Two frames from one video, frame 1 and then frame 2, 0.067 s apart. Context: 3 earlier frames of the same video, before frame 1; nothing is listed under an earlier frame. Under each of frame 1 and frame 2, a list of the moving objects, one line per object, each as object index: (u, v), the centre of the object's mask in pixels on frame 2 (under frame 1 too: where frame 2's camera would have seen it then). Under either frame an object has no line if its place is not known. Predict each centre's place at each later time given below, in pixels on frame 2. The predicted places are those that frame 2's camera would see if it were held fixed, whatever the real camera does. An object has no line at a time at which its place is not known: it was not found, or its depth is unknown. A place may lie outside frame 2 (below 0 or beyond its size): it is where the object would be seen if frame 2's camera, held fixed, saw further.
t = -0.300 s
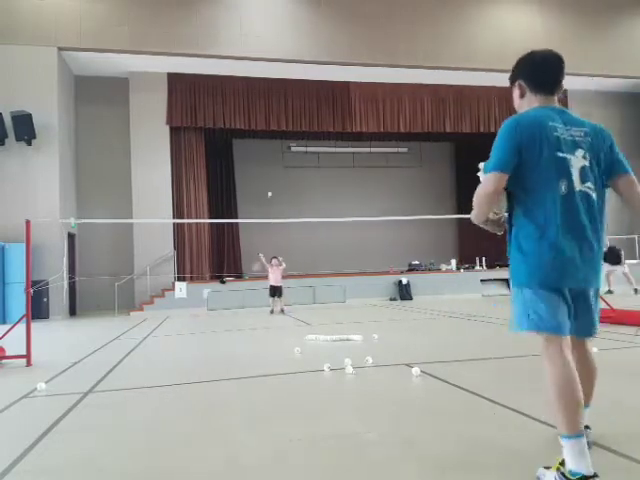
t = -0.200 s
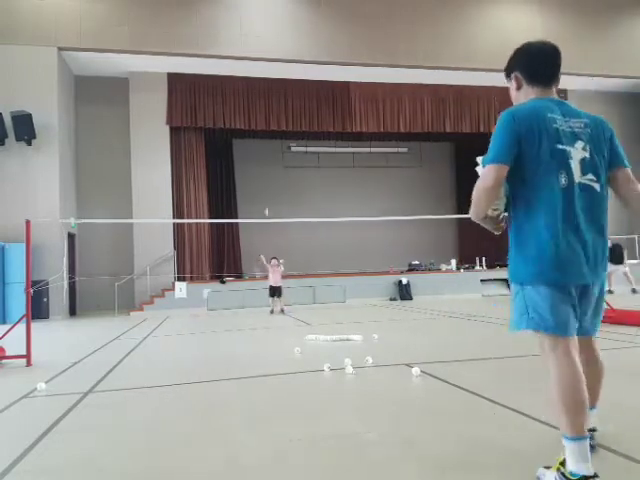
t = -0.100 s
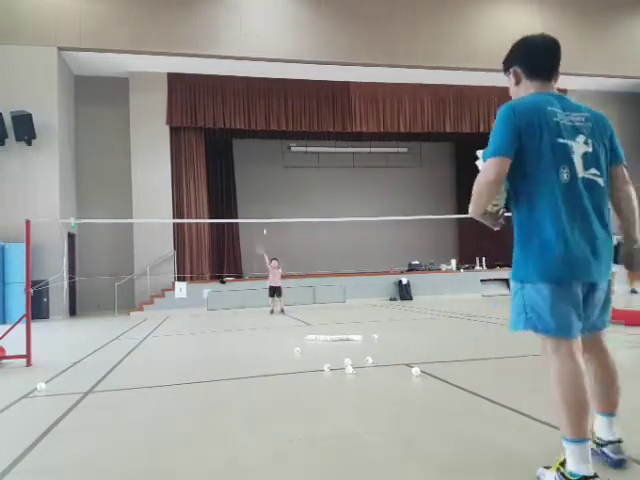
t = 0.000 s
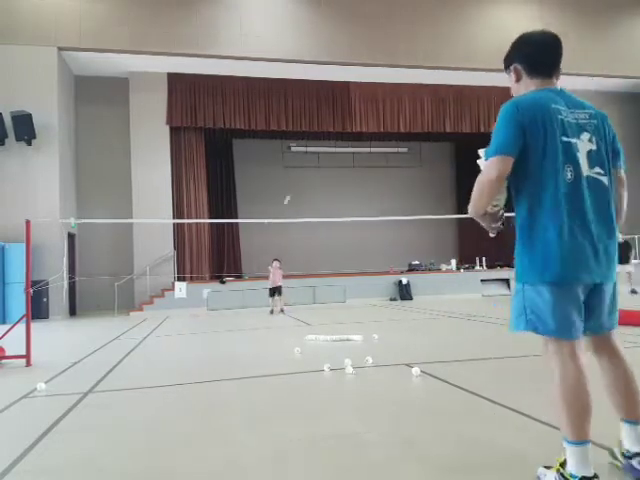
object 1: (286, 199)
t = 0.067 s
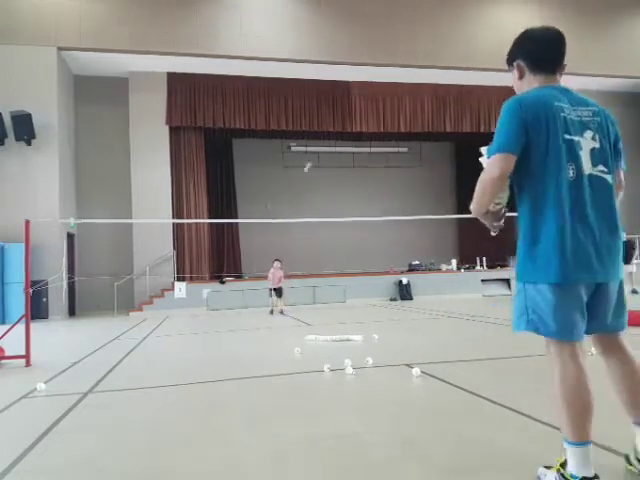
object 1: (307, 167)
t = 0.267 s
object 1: (366, 86)
